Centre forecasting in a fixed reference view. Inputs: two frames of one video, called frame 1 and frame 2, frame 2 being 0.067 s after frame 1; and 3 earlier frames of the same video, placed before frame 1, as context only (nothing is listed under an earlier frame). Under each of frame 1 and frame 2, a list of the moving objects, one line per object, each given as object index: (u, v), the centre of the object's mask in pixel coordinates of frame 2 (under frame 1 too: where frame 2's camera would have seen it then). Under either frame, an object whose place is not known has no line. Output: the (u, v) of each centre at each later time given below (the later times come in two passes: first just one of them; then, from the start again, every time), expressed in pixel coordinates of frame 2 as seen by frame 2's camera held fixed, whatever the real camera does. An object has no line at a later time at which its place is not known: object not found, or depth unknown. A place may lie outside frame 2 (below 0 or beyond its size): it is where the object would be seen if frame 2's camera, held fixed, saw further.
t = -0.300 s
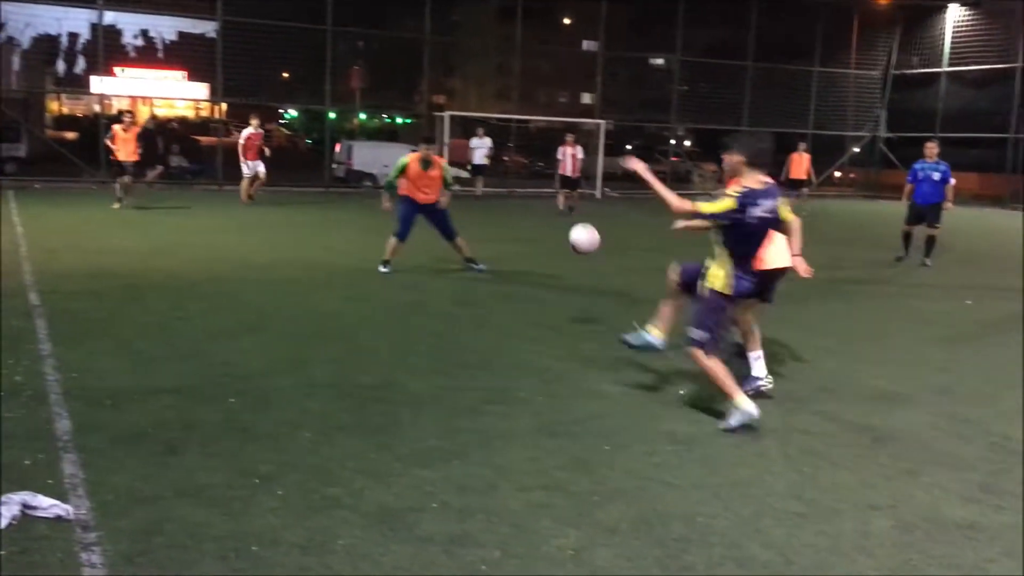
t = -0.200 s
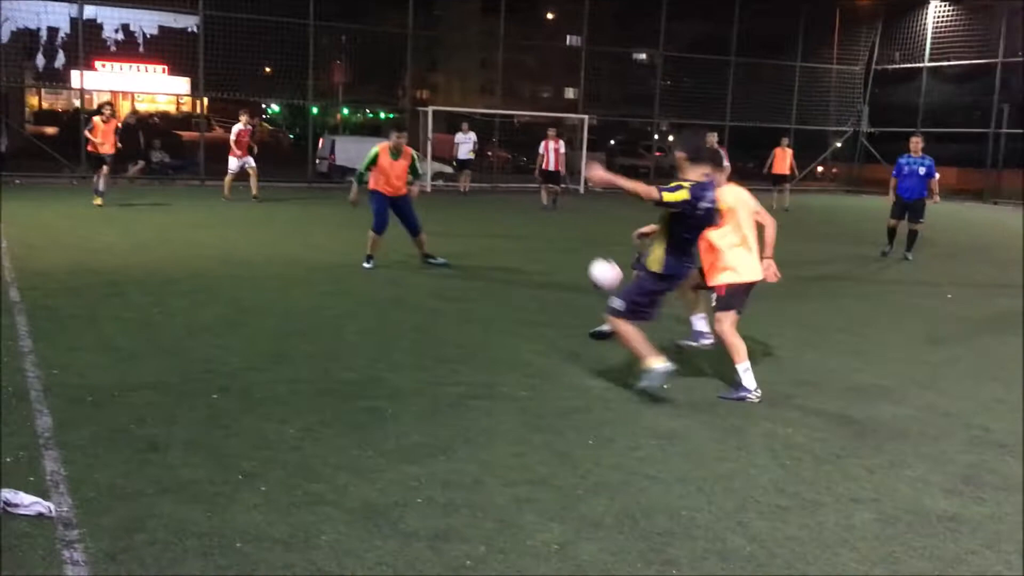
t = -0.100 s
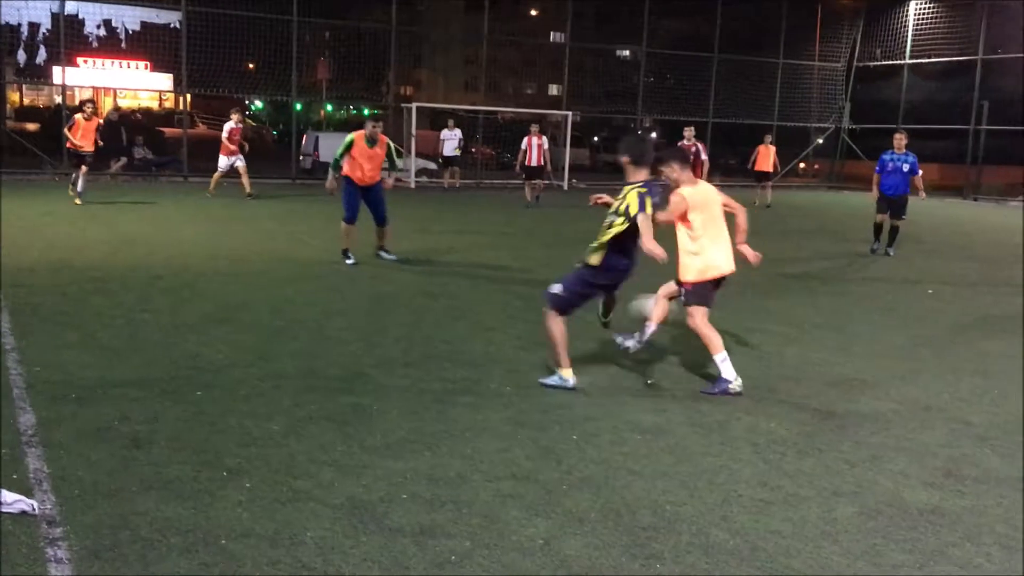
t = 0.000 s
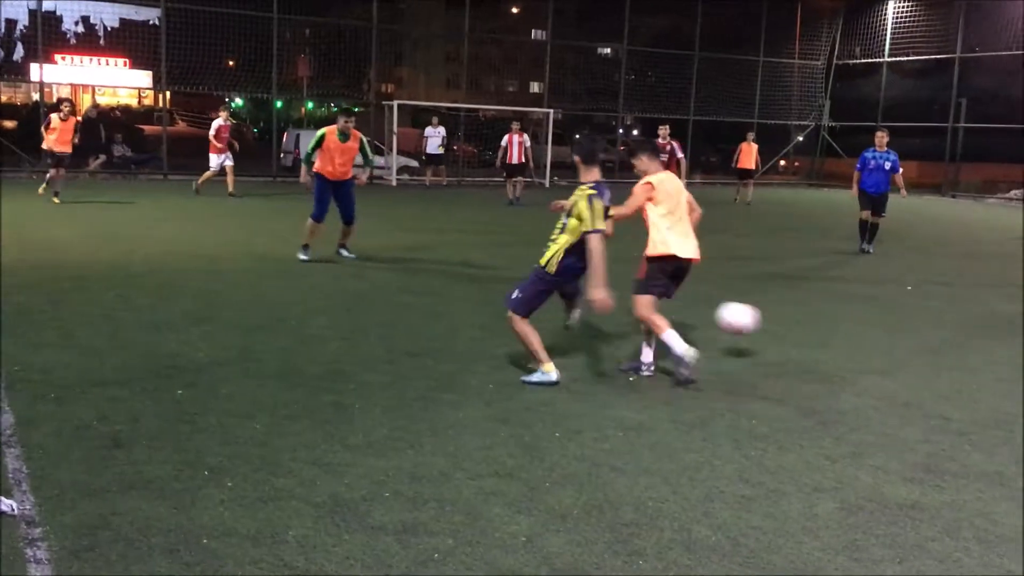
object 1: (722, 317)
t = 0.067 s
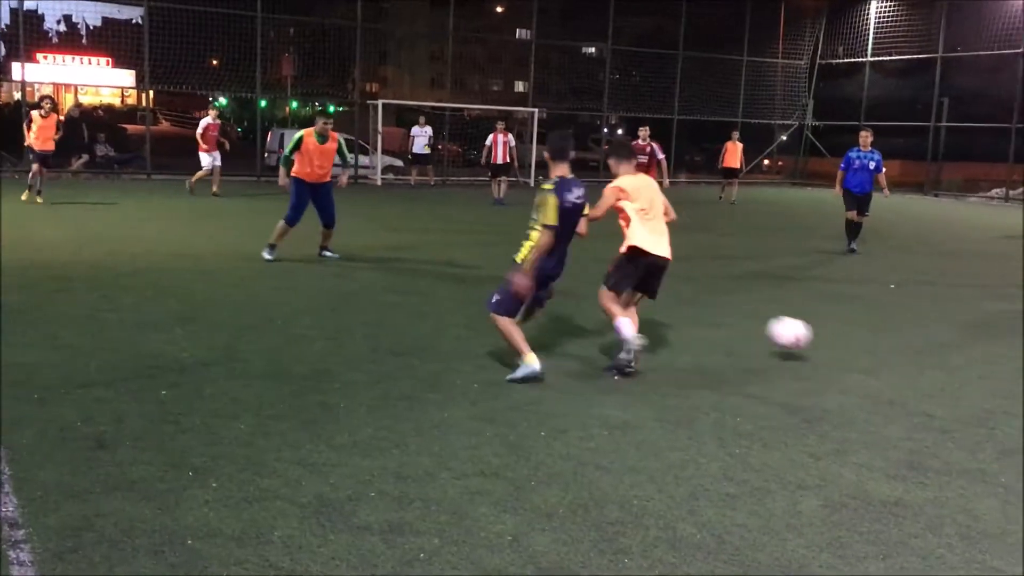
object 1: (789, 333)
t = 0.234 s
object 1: (957, 343)
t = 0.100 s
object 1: (821, 344)
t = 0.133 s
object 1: (854, 350)
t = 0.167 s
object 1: (889, 347)
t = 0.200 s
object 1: (923, 345)
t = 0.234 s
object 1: (957, 343)
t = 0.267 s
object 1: (993, 346)
